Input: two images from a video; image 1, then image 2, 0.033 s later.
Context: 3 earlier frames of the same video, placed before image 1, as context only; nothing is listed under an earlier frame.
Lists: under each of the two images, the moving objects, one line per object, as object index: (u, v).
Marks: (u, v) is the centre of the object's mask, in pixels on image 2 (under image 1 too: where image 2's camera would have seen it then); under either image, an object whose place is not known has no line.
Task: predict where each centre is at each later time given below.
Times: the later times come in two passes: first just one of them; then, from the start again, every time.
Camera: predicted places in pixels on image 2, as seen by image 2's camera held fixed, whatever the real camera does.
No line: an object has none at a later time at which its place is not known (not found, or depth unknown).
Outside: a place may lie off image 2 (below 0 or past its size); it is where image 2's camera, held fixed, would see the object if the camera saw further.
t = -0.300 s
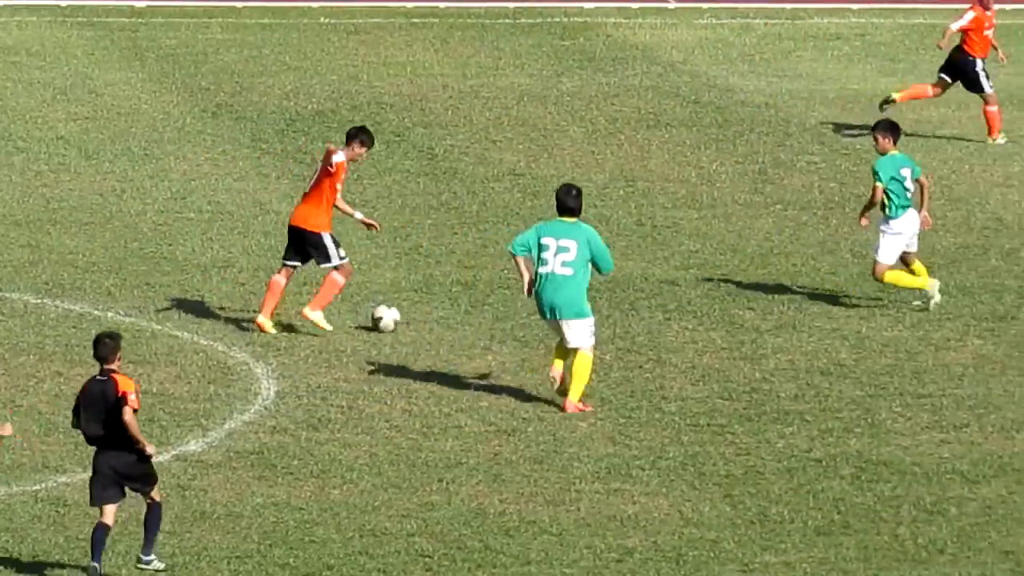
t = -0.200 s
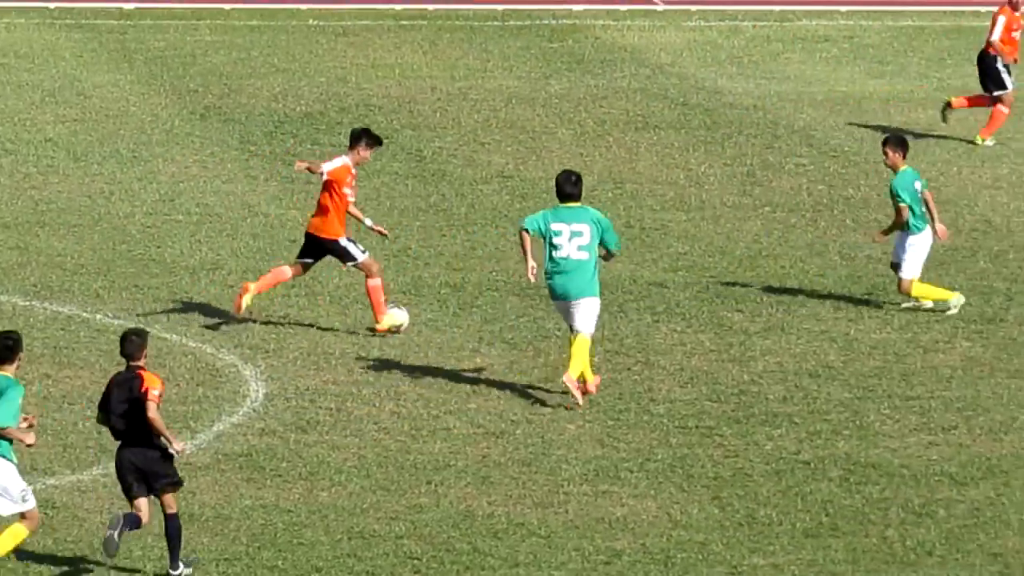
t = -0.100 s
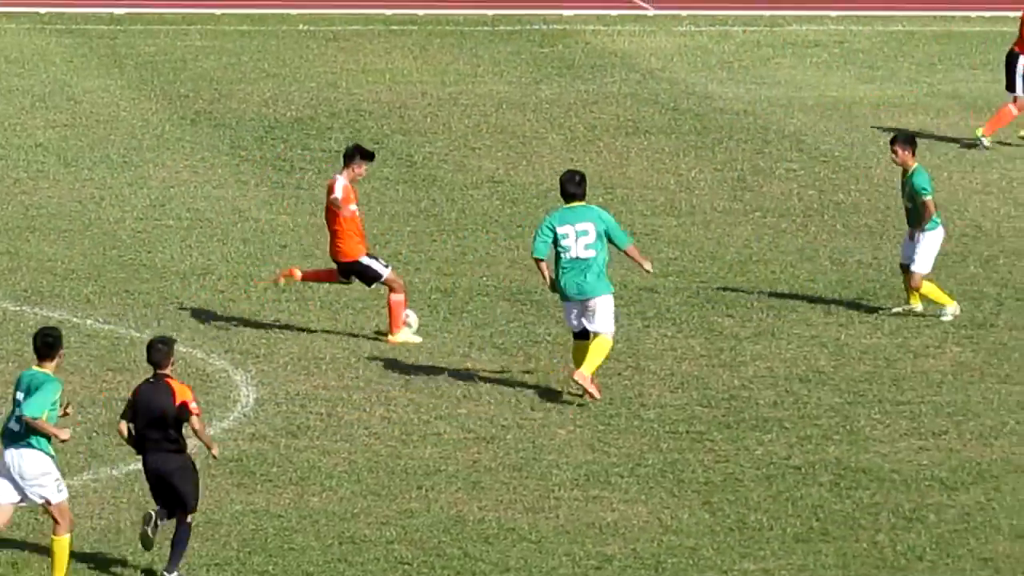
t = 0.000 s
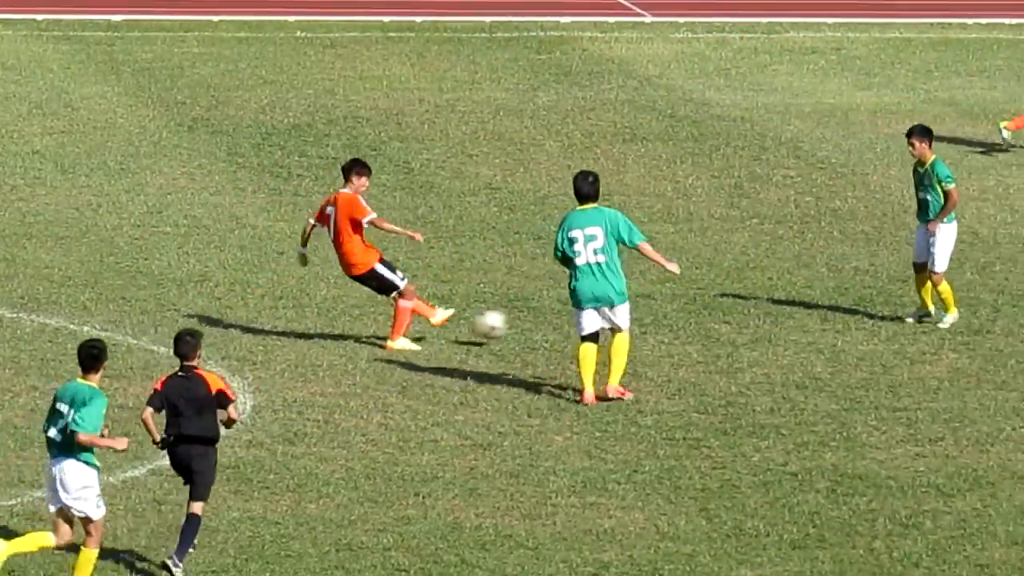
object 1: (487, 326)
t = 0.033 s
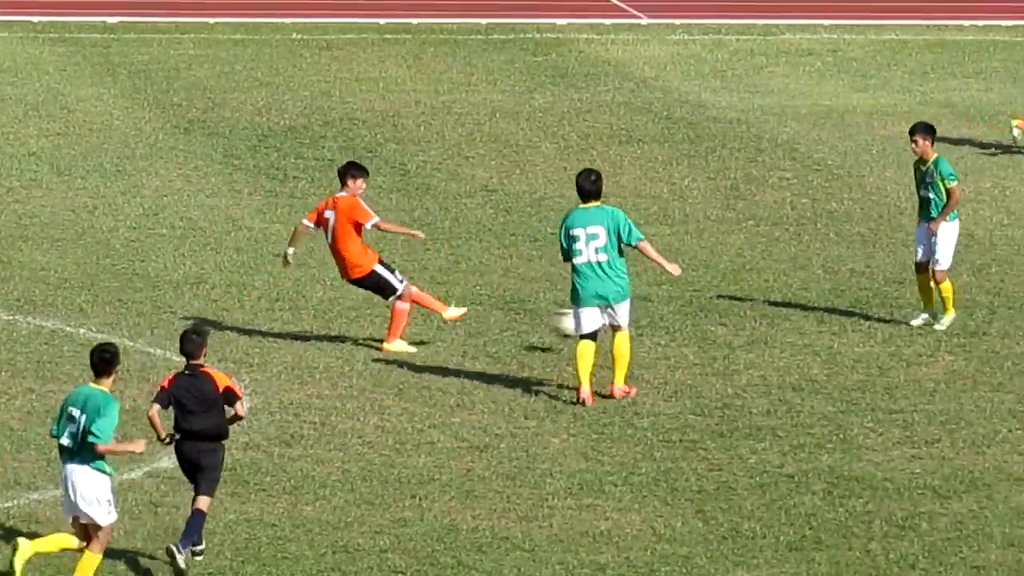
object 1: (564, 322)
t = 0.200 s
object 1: (980, 332)
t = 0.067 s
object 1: (652, 322)
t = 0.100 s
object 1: (735, 323)
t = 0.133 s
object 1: (817, 327)
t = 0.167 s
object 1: (897, 330)
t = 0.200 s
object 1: (980, 332)
